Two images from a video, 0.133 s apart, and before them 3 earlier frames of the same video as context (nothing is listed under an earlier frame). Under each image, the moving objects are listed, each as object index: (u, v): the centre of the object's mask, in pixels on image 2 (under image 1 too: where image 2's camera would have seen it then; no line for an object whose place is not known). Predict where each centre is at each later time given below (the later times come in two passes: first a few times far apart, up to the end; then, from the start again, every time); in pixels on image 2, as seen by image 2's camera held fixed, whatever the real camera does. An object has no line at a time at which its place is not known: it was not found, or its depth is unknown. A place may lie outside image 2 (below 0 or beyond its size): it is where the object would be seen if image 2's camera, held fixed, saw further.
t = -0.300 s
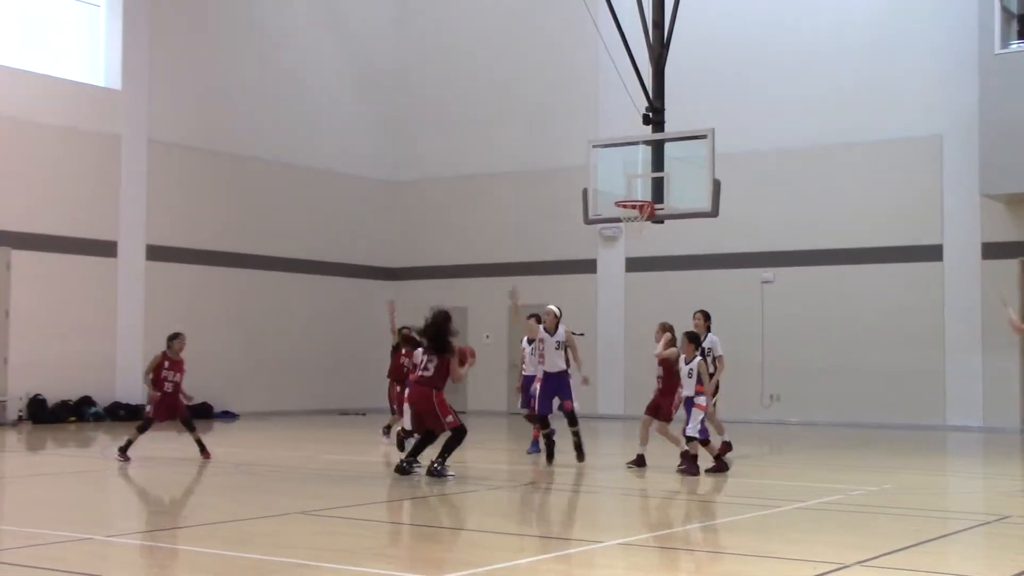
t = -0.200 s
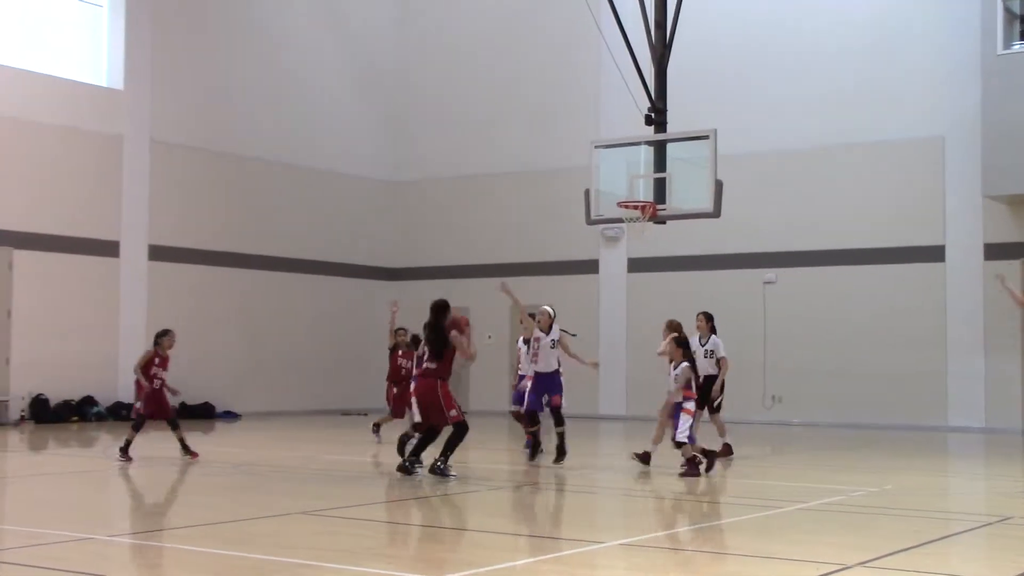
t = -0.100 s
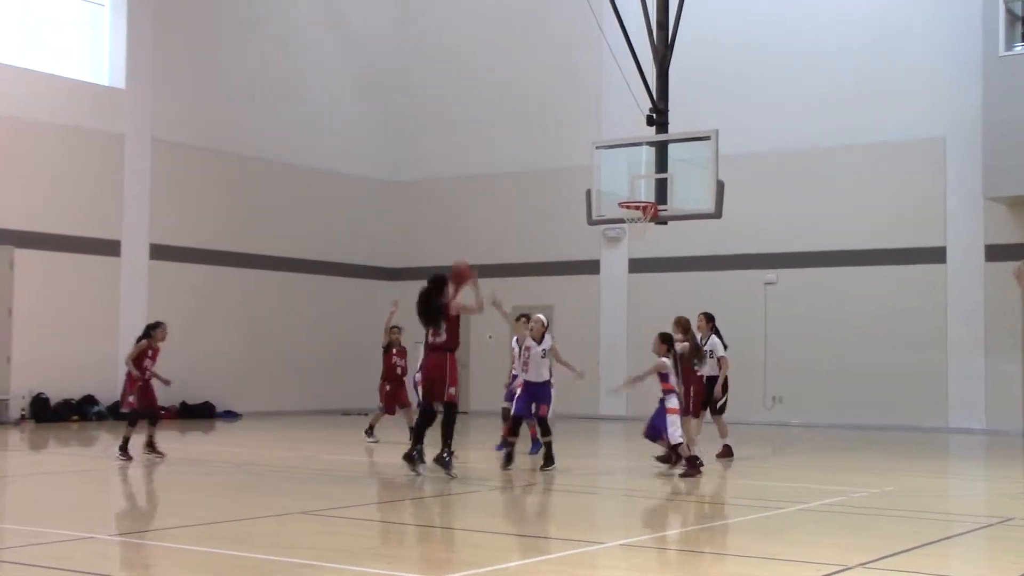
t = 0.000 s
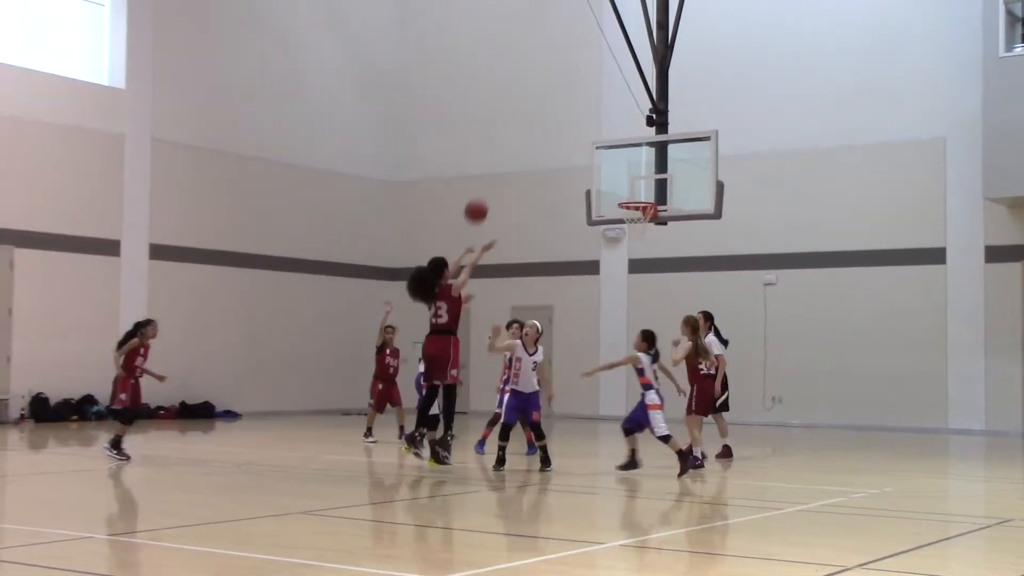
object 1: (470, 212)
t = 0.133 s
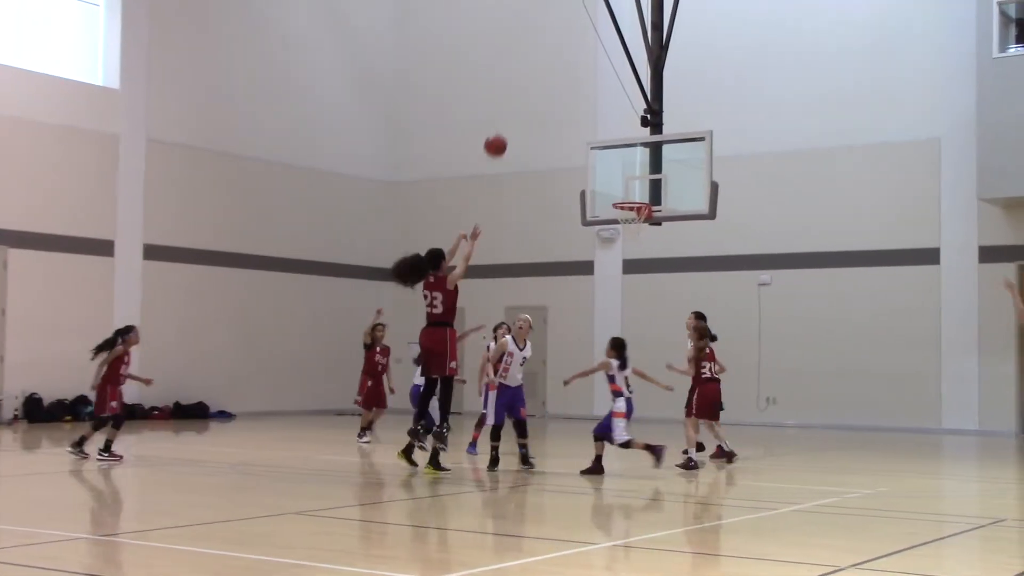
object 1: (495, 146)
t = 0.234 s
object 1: (512, 110)
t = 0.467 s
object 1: (547, 69)
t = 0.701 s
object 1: (579, 78)
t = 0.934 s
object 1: (606, 129)
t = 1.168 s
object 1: (629, 197)
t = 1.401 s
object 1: (630, 172)
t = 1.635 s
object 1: (626, 167)
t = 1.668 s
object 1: (626, 170)
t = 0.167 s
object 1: (501, 133)
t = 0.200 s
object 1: (507, 121)
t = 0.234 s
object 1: (512, 110)
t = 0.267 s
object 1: (518, 101)
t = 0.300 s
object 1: (523, 93)
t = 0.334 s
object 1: (528, 86)
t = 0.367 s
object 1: (533, 80)
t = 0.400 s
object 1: (538, 75)
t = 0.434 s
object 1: (542, 72)
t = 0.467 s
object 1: (547, 69)
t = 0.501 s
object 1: (552, 68)
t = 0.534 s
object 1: (557, 67)
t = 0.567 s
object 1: (561, 68)
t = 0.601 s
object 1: (566, 69)
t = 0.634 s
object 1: (570, 71)
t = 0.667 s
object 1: (574, 74)
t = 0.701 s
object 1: (579, 78)
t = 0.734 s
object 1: (583, 83)
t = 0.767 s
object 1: (587, 89)
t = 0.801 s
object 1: (591, 96)
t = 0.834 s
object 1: (595, 103)
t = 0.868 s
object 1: (599, 111)
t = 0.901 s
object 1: (603, 120)
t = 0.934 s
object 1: (606, 129)
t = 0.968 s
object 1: (610, 139)
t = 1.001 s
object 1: (614, 151)
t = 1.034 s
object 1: (617, 163)
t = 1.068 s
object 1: (621, 175)
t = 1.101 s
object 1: (624, 188)
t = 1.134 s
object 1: (627, 195)
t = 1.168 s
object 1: (629, 197)
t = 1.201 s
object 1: (630, 199)
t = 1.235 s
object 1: (631, 200)
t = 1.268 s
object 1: (632, 193)
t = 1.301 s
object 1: (631, 186)
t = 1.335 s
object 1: (630, 181)
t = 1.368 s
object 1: (630, 175)
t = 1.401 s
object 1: (630, 172)
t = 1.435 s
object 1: (629, 169)
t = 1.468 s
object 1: (629, 166)
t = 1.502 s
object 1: (628, 165)
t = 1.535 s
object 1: (628, 164)
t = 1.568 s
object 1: (627, 164)
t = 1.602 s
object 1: (626, 165)
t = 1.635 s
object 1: (626, 167)
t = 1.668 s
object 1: (626, 170)
